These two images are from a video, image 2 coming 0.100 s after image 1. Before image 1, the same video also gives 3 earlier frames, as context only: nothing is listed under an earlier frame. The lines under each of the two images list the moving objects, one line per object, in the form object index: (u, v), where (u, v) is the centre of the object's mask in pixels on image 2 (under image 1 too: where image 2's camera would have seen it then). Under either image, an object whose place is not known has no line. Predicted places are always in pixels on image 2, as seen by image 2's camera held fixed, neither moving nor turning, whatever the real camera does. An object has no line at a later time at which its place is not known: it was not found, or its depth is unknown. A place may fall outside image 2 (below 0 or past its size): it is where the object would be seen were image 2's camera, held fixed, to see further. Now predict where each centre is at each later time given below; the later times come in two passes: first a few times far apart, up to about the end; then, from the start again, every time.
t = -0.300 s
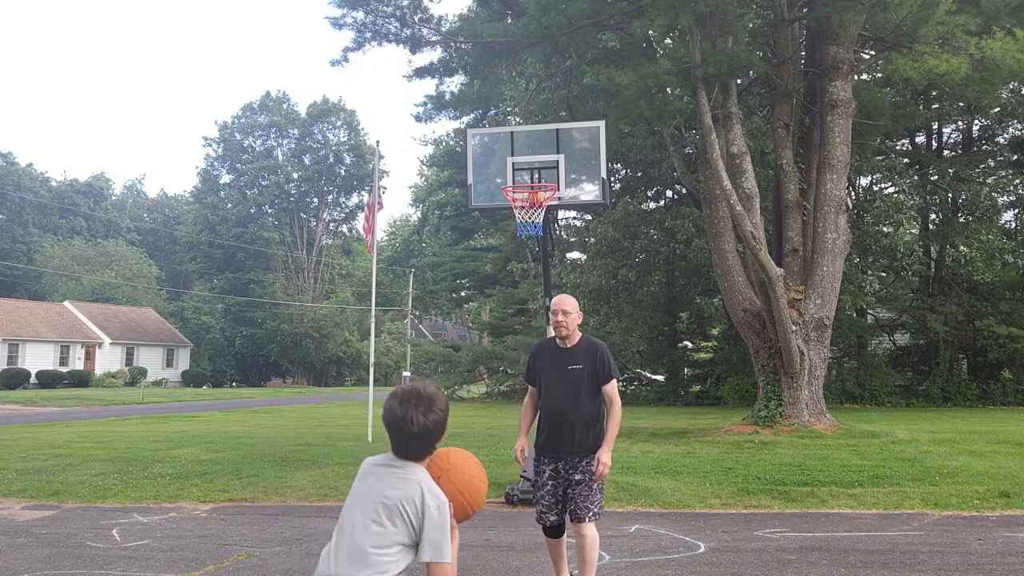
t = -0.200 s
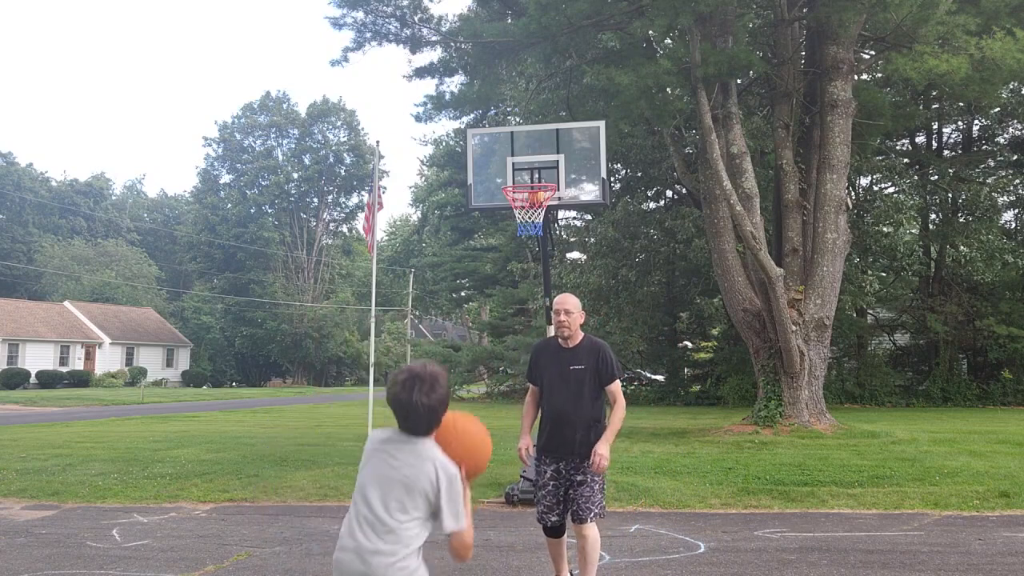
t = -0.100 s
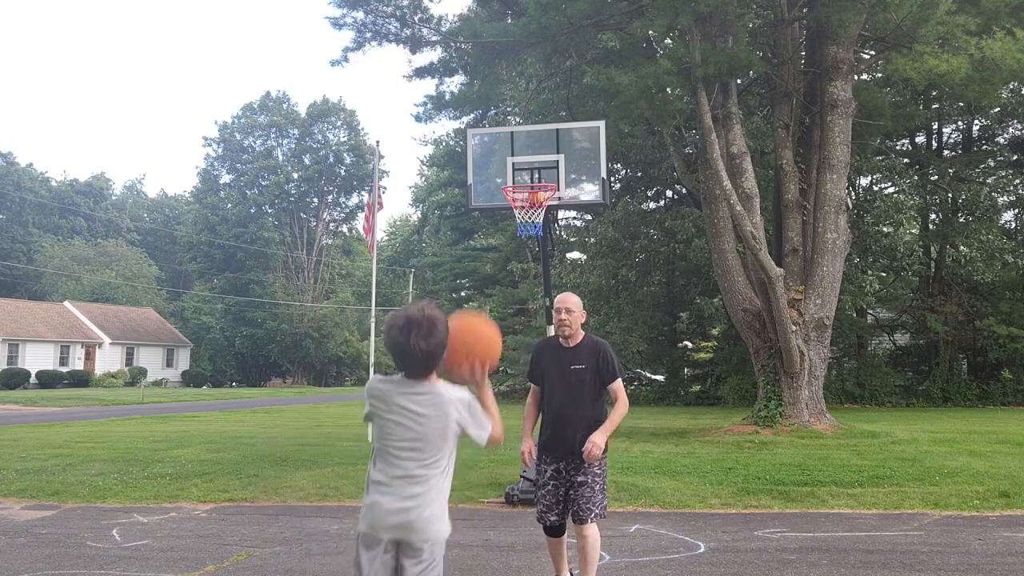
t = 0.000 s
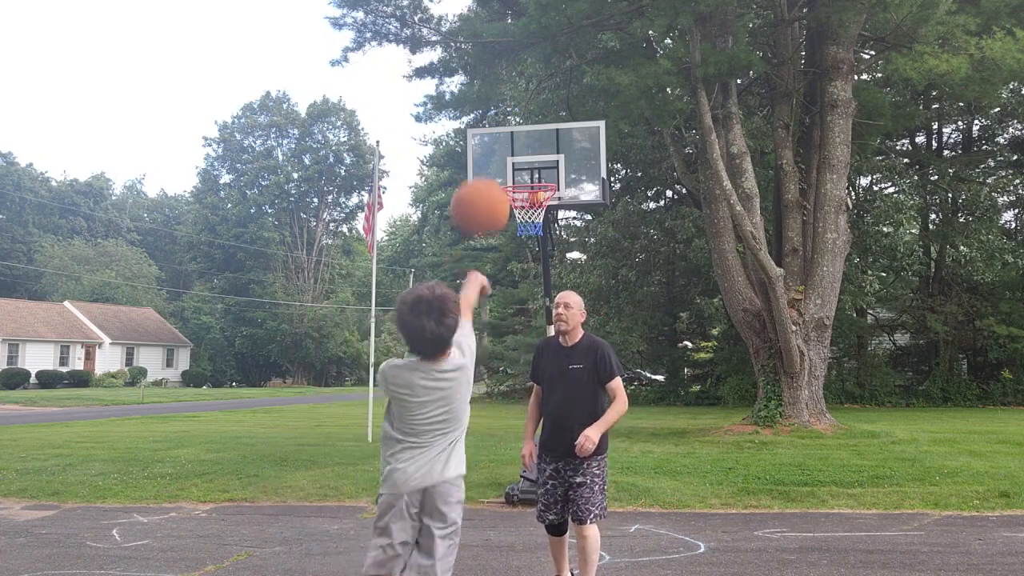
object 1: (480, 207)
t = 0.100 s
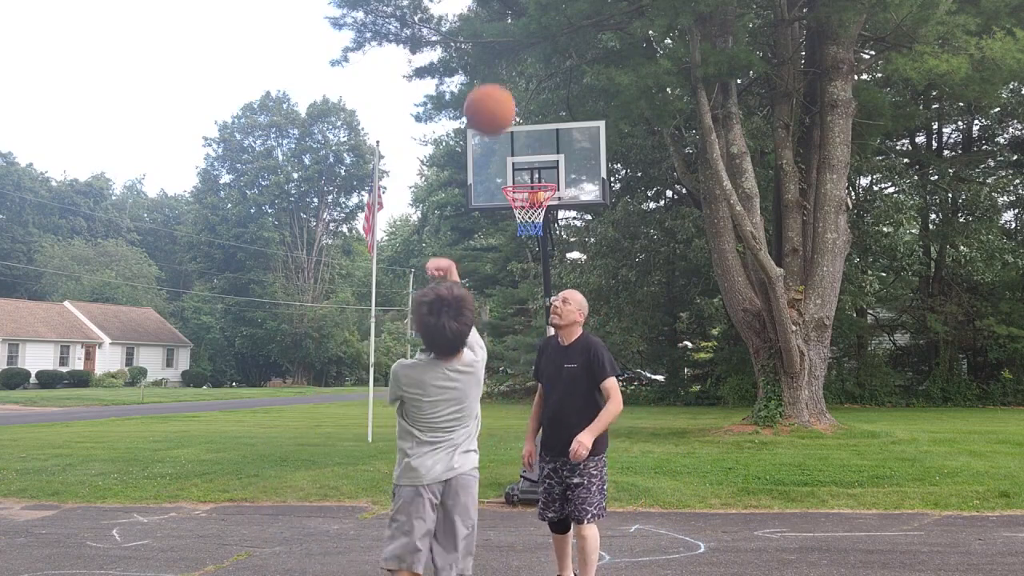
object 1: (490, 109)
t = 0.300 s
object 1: (503, 23)
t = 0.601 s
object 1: (513, 34)
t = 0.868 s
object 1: (518, 124)
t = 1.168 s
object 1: (515, 175)
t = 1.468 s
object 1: (520, 165)
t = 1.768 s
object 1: (520, 221)
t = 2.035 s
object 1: (521, 328)
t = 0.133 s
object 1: (493, 86)
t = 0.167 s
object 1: (495, 68)
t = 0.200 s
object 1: (497, 52)
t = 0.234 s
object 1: (499, 40)
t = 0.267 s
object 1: (501, 30)
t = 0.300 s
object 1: (503, 23)
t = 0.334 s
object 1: (504, 18)
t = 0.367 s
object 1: (506, 17)
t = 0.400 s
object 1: (507, 15)
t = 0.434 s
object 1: (509, 15)
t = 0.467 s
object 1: (510, 16)
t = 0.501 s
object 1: (511, 18)
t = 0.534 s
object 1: (512, 22)
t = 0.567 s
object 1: (513, 27)
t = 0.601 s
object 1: (513, 34)
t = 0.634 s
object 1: (514, 42)
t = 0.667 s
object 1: (515, 51)
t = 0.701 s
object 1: (516, 61)
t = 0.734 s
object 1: (516, 72)
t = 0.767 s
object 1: (517, 84)
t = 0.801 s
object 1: (517, 96)
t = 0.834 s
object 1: (518, 110)
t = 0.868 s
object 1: (518, 124)
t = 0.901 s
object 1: (519, 140)
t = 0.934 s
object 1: (519, 155)
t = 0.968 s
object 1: (519, 172)
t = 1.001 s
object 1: (518, 172)
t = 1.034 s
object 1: (518, 171)
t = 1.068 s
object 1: (517, 170)
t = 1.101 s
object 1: (516, 172)
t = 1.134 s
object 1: (516, 173)
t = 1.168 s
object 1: (515, 175)
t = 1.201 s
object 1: (516, 173)
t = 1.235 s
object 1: (517, 171)
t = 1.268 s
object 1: (517, 168)
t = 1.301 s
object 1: (518, 166)
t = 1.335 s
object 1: (519, 165)
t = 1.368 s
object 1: (520, 164)
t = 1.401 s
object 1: (520, 164)
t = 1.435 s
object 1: (520, 164)
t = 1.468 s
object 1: (520, 165)
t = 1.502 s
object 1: (520, 167)
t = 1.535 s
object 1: (520, 170)
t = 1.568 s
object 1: (519, 174)
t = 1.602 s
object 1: (520, 177)
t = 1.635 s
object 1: (520, 188)
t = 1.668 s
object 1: (520, 197)
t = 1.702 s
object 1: (520, 204)
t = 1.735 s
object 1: (521, 211)
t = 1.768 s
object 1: (520, 221)
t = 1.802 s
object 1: (520, 231)
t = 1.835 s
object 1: (520, 241)
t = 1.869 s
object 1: (521, 252)
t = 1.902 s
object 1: (521, 265)
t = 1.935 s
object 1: (521, 279)
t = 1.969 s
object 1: (520, 293)
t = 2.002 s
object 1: (521, 310)
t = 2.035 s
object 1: (521, 328)
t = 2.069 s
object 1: (521, 347)
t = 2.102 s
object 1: (524, 367)
